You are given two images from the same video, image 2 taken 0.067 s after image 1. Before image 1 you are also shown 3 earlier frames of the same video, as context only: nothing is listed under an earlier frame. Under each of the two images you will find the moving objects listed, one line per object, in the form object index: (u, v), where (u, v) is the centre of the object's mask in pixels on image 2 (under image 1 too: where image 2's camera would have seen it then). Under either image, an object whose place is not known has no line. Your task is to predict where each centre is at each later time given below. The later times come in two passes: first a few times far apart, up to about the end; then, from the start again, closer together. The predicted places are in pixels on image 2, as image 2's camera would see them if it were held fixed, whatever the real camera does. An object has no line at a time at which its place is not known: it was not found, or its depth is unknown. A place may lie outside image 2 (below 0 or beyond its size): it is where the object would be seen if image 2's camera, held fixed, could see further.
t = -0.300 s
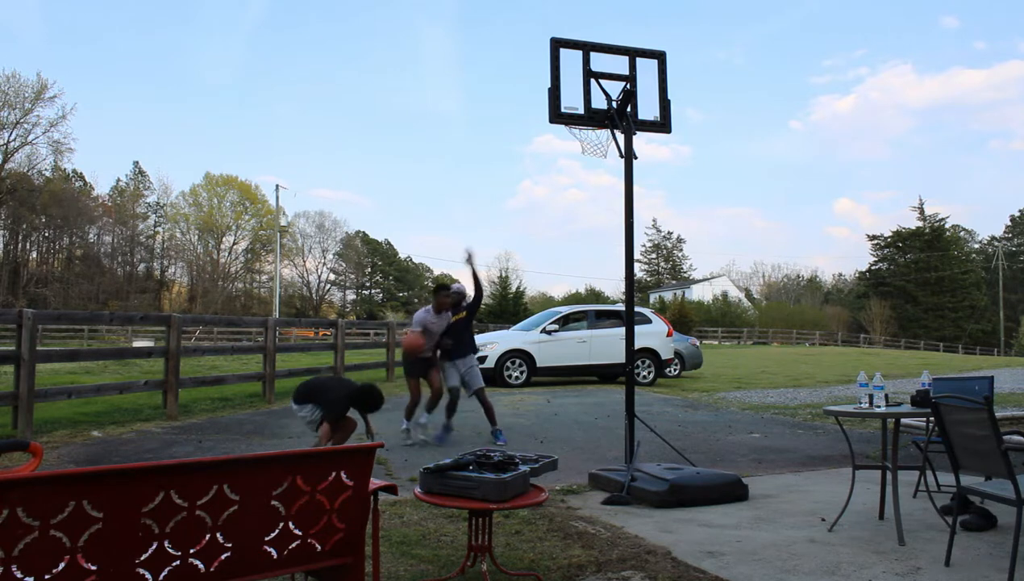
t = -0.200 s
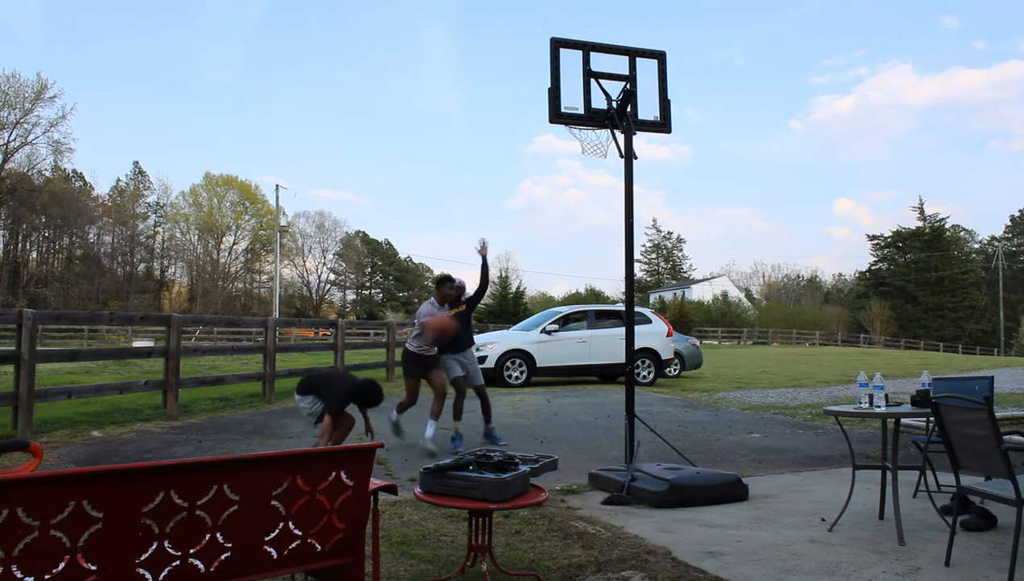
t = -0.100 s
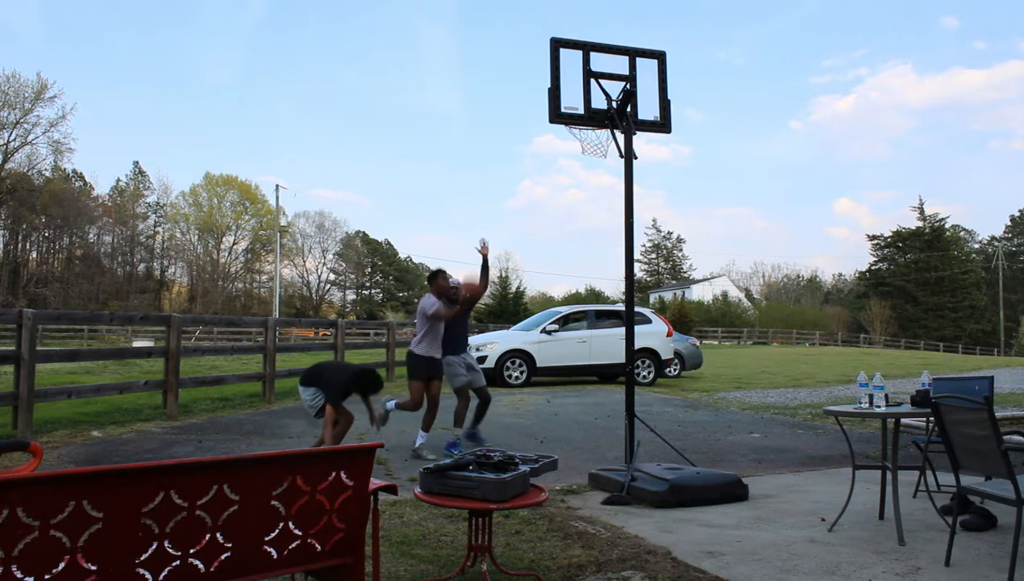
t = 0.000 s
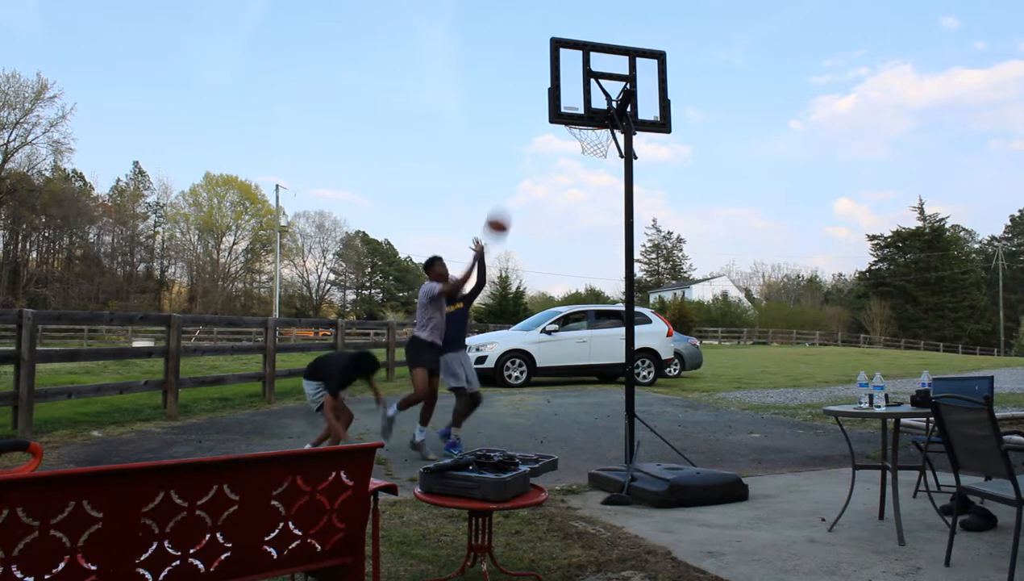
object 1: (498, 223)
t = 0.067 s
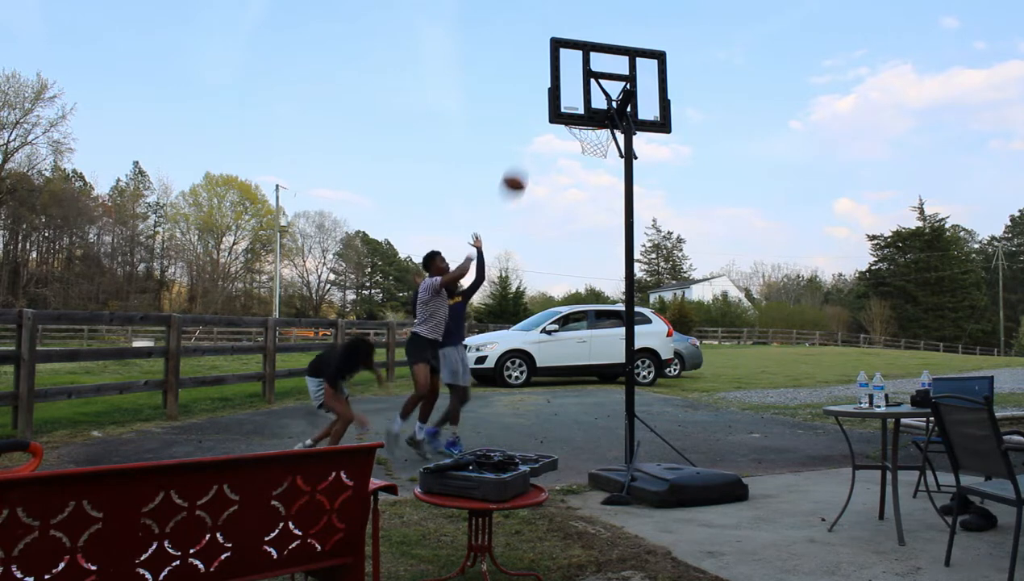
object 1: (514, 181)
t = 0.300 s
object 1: (570, 74)
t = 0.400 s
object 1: (583, 58)
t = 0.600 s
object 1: (604, 59)
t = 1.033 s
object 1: (646, 179)
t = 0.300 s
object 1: (570, 74)
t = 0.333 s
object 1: (573, 66)
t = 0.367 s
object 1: (579, 60)
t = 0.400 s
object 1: (583, 58)
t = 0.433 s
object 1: (587, 57)
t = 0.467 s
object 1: (590, 51)
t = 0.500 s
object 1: (596, 50)
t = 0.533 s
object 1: (599, 57)
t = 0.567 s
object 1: (600, 58)
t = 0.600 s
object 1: (604, 59)
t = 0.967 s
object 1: (642, 149)
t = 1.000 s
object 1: (644, 165)
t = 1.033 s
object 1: (646, 179)
